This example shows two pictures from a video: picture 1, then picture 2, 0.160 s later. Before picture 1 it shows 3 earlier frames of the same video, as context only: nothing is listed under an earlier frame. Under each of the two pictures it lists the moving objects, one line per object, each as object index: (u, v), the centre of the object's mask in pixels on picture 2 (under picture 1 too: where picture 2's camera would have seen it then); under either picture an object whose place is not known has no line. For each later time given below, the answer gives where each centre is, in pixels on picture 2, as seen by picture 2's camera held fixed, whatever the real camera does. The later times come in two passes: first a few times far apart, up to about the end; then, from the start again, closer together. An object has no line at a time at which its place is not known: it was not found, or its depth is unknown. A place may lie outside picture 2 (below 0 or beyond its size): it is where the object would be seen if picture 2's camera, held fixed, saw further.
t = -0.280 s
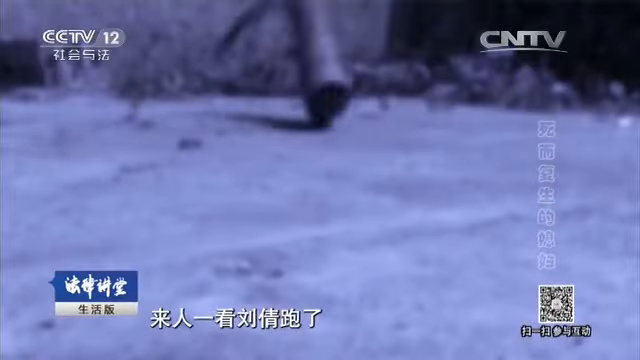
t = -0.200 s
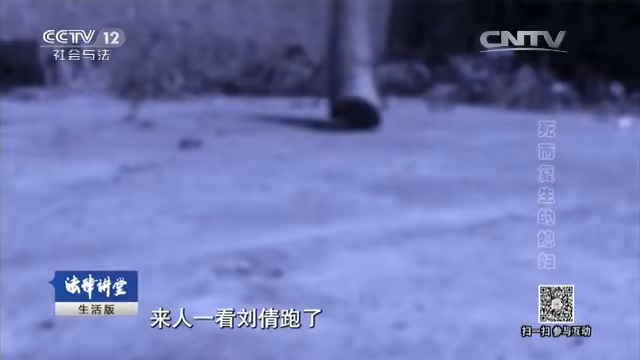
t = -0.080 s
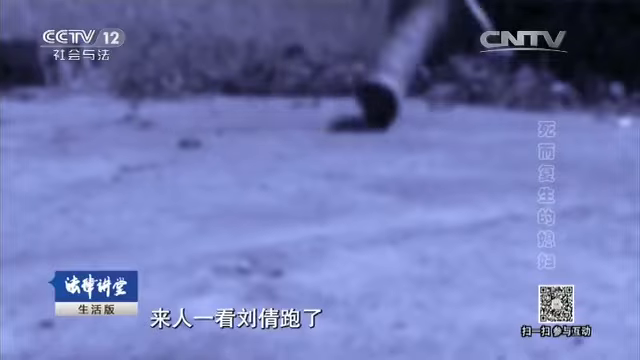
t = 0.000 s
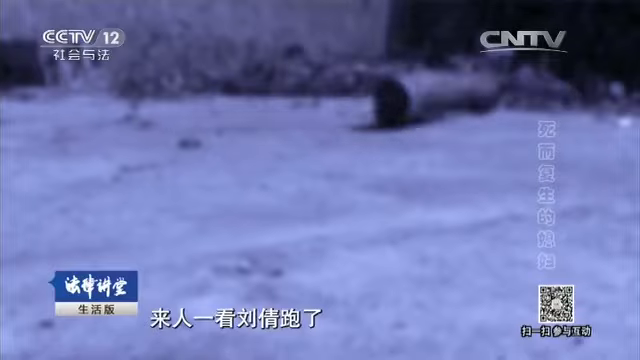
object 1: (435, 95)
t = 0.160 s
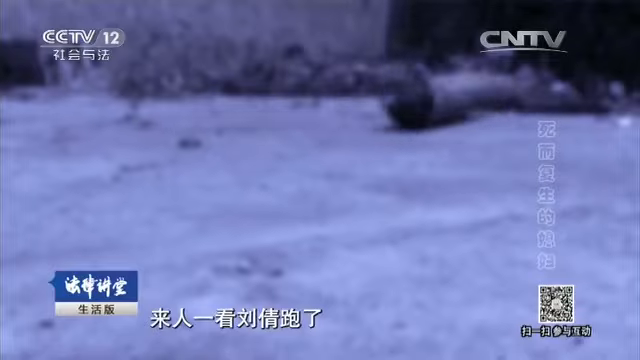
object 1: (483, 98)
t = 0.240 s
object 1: (490, 99)
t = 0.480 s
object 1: (504, 95)
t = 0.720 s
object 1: (502, 95)
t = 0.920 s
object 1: (490, 99)
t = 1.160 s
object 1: (488, 99)
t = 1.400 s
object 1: (489, 99)
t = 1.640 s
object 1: (490, 99)
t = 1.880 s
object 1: (490, 99)
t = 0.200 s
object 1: (487, 99)
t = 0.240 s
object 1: (490, 99)
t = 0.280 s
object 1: (494, 99)
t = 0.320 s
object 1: (497, 98)
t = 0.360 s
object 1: (500, 96)
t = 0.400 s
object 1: (502, 95)
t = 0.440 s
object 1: (503, 95)
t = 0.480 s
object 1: (504, 95)
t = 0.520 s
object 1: (504, 95)
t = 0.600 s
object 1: (504, 95)
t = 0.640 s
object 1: (504, 95)
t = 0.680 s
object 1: (503, 95)
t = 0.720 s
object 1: (502, 95)
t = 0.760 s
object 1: (500, 97)
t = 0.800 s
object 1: (496, 97)
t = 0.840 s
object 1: (494, 98)
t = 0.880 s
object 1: (492, 99)
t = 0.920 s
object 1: (490, 99)
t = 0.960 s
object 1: (488, 99)
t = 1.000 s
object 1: (487, 99)
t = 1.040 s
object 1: (487, 99)
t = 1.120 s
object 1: (487, 99)
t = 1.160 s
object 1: (488, 99)
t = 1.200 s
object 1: (490, 99)
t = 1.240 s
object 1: (490, 99)
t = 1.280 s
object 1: (491, 99)
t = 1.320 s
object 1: (490, 99)
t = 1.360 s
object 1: (490, 99)
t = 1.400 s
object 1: (489, 99)
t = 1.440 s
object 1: (489, 99)
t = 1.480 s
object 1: (488, 99)
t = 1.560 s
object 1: (489, 99)
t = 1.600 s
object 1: (489, 99)
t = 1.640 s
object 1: (490, 99)
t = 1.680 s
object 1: (490, 99)
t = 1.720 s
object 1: (490, 99)
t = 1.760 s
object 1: (489, 99)
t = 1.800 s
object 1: (489, 99)
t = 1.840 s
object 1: (490, 99)
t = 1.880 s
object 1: (490, 99)
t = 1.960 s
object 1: (489, 99)
